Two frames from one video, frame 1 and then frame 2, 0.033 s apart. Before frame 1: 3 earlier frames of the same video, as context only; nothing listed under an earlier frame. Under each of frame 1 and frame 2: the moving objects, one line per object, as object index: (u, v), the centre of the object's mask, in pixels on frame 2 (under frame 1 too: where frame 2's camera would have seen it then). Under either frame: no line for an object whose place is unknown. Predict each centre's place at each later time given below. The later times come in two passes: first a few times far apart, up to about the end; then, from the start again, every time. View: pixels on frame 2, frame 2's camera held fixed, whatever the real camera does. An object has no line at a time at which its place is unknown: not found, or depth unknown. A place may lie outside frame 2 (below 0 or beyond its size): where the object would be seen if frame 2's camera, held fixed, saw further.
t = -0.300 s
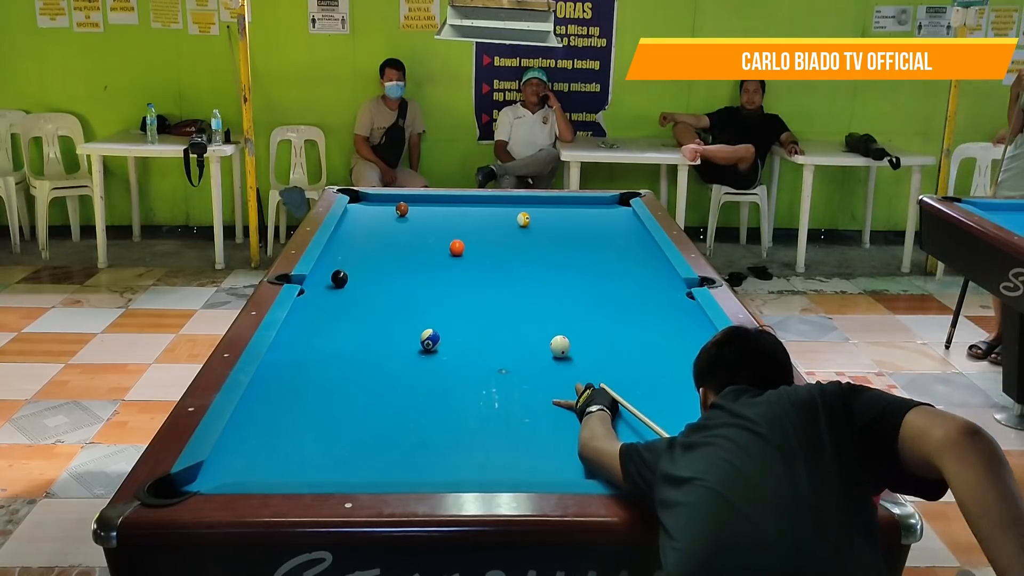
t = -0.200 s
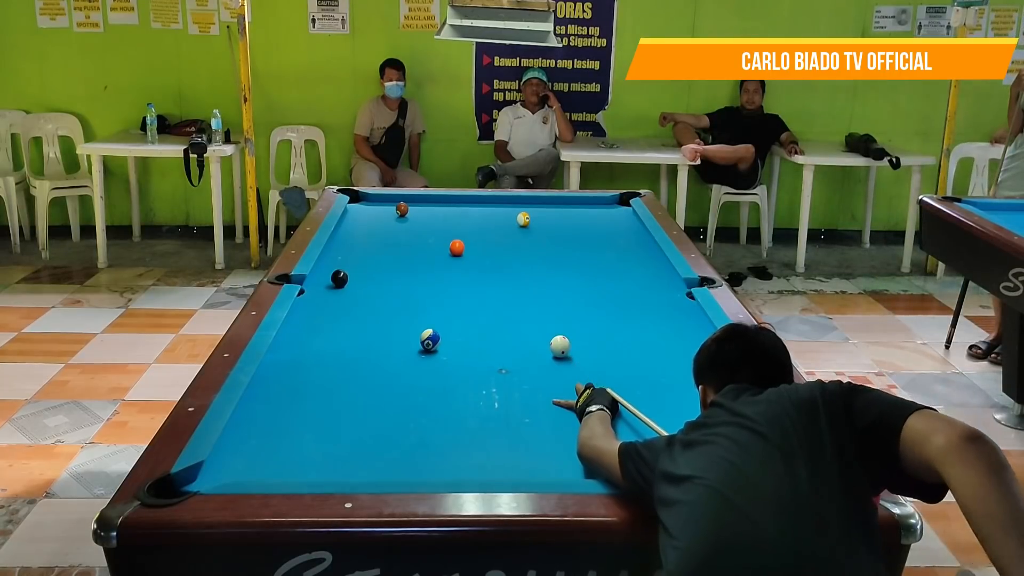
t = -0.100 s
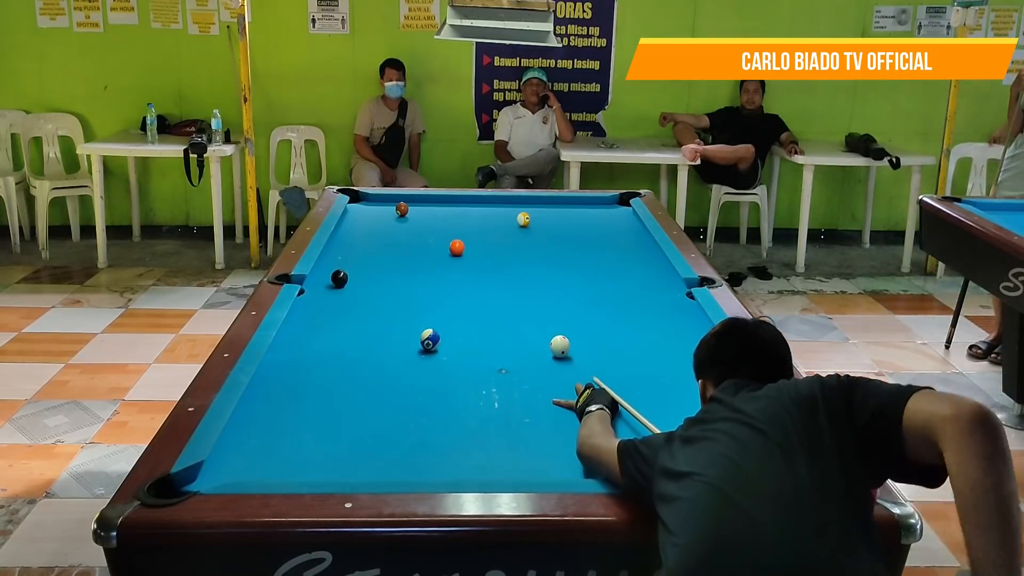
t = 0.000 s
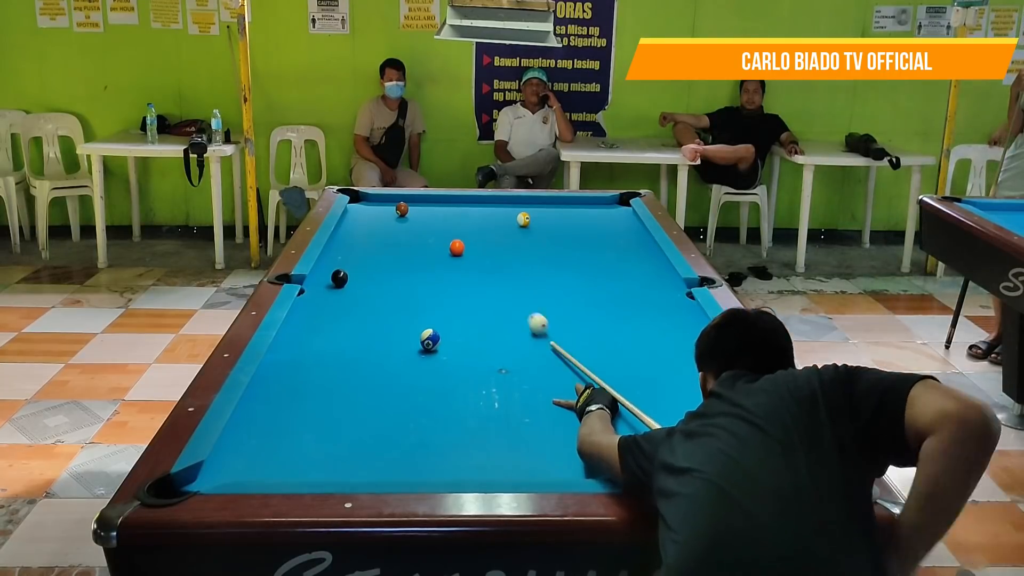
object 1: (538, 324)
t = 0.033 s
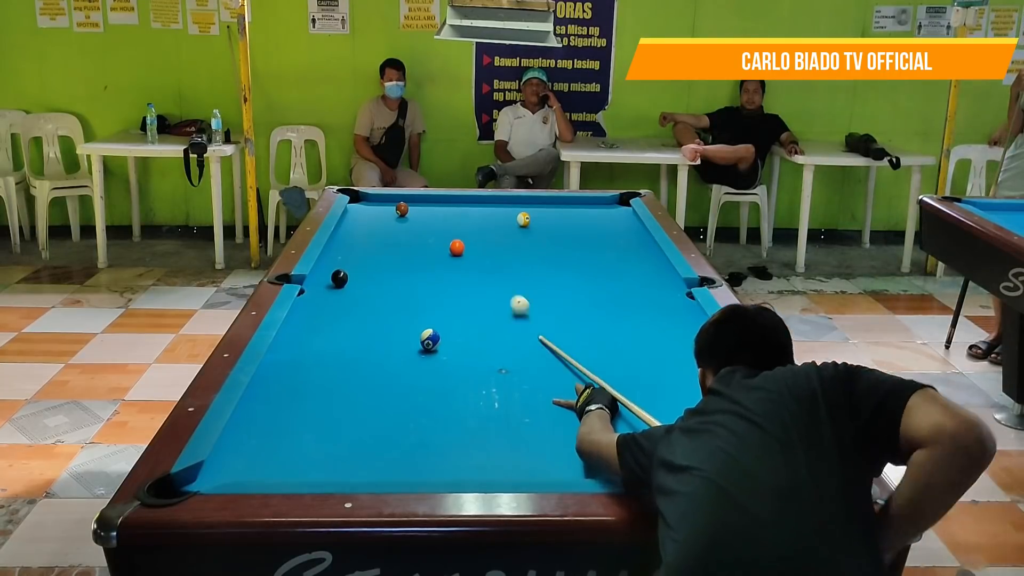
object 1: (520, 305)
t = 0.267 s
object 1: (485, 247)
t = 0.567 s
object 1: (532, 242)
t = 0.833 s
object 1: (570, 237)
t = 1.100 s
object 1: (605, 233)
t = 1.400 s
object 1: (640, 230)
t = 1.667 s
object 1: (624, 229)
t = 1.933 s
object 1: (608, 229)
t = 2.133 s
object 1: (598, 229)
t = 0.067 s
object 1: (503, 289)
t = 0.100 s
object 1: (489, 275)
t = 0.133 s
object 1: (475, 262)
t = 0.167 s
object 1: (465, 251)
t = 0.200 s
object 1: (472, 250)
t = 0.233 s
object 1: (479, 248)
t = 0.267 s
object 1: (485, 247)
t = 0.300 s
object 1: (491, 247)
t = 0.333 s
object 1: (496, 246)
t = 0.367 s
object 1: (501, 245)
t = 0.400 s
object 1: (507, 245)
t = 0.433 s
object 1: (512, 244)
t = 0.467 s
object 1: (517, 244)
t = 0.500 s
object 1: (522, 243)
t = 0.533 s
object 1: (527, 242)
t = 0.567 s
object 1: (532, 242)
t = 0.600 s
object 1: (537, 241)
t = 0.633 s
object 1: (542, 241)
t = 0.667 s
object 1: (547, 240)
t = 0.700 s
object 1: (551, 240)
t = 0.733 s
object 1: (556, 239)
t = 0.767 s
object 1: (561, 239)
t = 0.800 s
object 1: (566, 238)
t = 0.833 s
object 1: (570, 237)
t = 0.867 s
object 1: (575, 237)
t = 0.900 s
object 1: (579, 236)
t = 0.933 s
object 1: (584, 236)
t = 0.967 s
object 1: (588, 235)
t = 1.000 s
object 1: (593, 235)
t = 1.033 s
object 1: (597, 234)
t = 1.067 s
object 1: (601, 234)
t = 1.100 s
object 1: (605, 233)
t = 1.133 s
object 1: (610, 233)
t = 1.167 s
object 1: (614, 232)
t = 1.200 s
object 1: (618, 232)
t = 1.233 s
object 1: (623, 231)
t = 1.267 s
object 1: (627, 231)
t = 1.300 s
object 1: (631, 230)
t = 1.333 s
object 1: (635, 230)
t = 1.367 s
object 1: (639, 229)
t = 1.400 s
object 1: (640, 230)
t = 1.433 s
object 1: (638, 229)
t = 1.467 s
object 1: (636, 229)
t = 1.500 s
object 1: (634, 229)
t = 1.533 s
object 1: (631, 229)
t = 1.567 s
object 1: (629, 229)
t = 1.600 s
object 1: (628, 229)
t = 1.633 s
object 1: (626, 229)
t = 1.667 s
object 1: (624, 229)
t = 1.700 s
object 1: (622, 229)
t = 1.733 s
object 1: (620, 229)
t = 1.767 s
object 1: (618, 229)
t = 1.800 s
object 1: (616, 229)
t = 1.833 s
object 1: (614, 229)
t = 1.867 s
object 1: (612, 229)
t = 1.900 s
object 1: (610, 229)
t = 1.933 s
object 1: (608, 229)
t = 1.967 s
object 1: (607, 229)
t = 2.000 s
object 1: (605, 229)
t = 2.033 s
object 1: (603, 229)
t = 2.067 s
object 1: (602, 229)
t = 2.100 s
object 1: (600, 229)
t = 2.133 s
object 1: (598, 229)
